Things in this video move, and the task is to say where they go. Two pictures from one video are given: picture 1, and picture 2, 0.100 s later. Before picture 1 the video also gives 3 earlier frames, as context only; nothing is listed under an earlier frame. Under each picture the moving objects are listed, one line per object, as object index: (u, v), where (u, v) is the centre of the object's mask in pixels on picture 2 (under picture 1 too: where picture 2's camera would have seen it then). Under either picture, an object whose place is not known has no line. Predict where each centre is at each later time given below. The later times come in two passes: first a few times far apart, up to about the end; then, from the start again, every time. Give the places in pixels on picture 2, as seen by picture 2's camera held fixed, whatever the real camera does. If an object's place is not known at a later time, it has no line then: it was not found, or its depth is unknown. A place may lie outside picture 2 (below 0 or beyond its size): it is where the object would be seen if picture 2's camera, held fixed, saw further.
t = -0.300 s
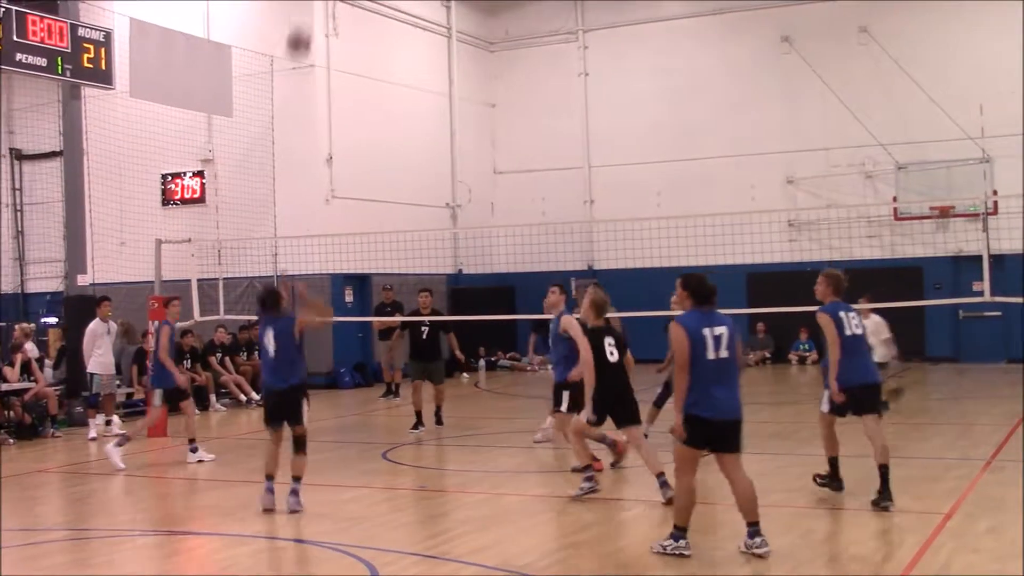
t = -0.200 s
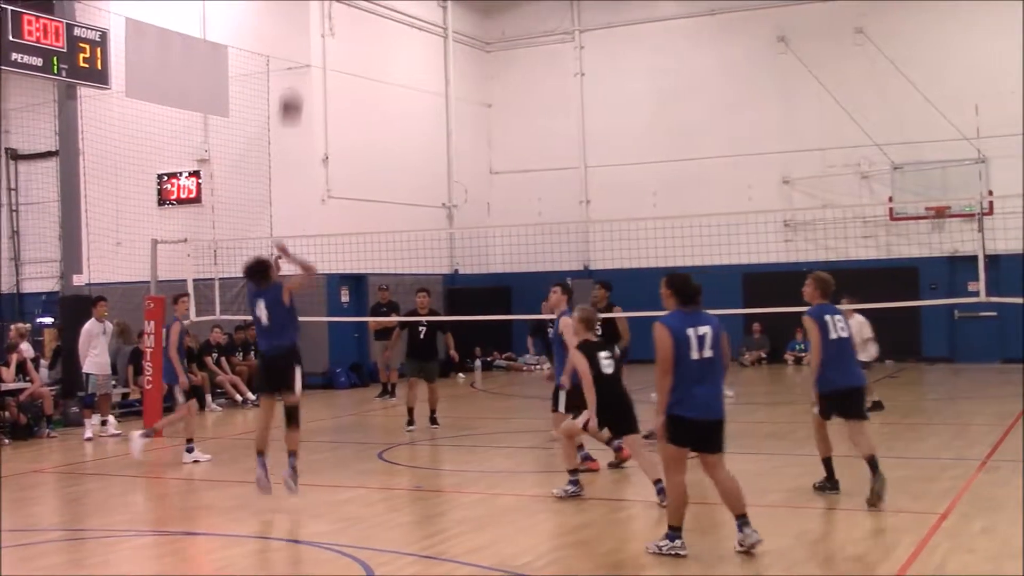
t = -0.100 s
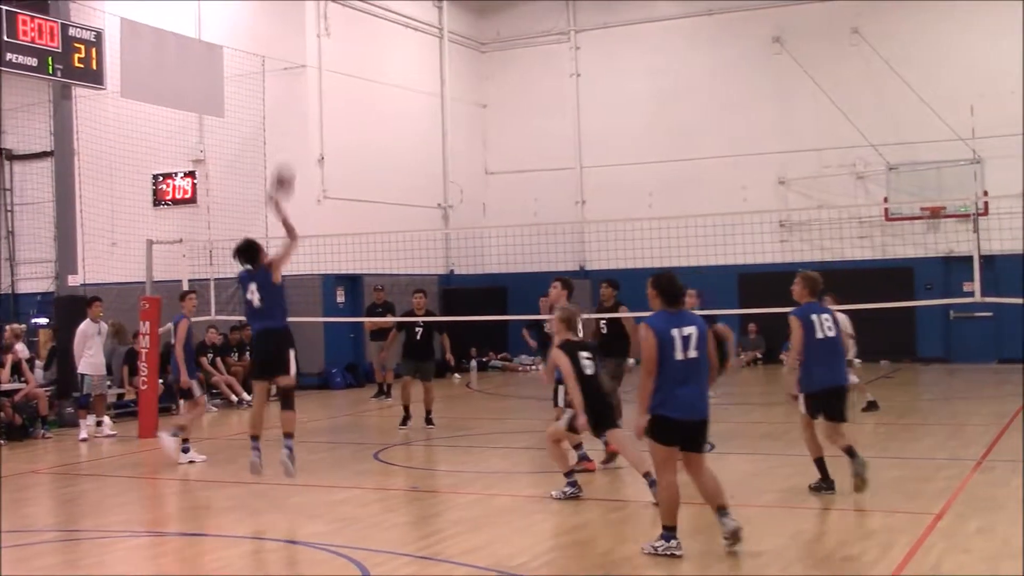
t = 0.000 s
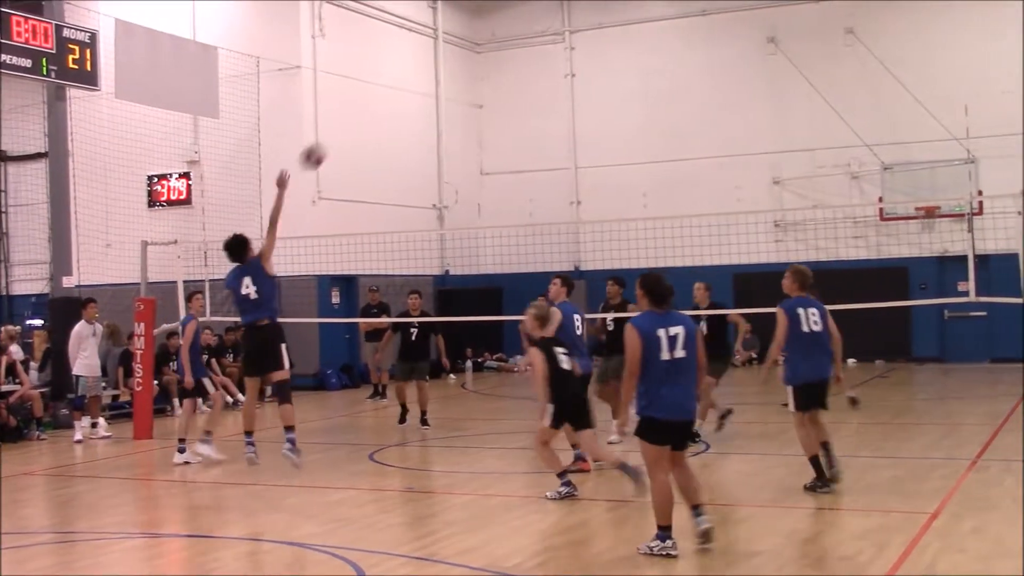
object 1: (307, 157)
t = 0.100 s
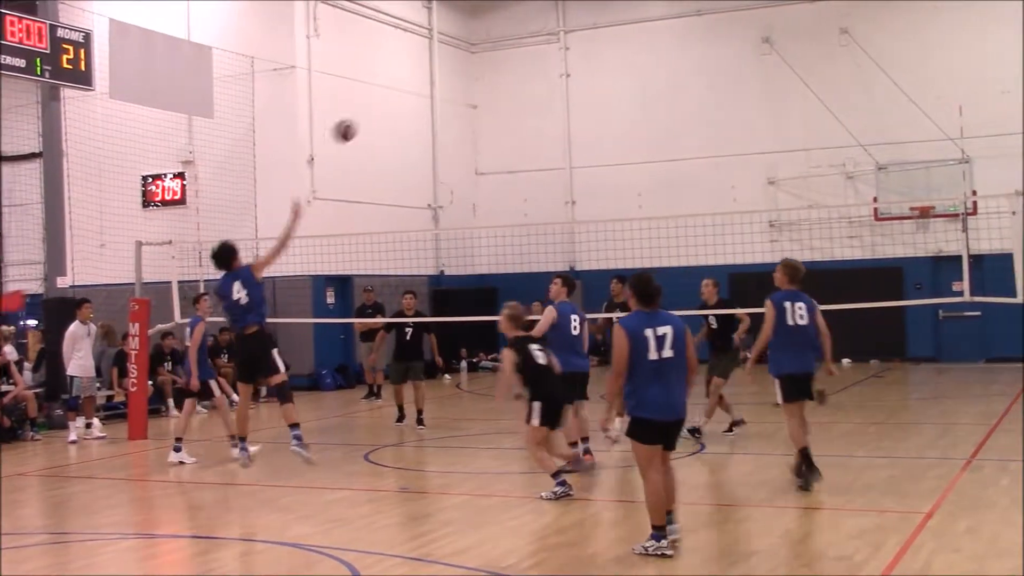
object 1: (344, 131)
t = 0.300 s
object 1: (408, 118)
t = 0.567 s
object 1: (478, 164)
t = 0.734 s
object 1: (512, 217)
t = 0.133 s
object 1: (356, 125)
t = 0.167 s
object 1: (366, 122)
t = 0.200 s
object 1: (377, 119)
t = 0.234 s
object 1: (388, 118)
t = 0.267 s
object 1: (398, 117)
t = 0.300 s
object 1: (408, 118)
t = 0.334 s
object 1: (417, 120)
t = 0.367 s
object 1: (427, 124)
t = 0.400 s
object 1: (436, 129)
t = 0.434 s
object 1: (445, 134)
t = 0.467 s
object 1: (454, 140)
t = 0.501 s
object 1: (461, 147)
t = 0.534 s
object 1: (469, 155)
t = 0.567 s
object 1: (478, 164)
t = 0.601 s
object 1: (484, 173)
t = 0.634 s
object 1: (491, 184)
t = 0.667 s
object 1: (500, 195)
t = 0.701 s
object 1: (506, 206)
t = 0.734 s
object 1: (512, 217)
